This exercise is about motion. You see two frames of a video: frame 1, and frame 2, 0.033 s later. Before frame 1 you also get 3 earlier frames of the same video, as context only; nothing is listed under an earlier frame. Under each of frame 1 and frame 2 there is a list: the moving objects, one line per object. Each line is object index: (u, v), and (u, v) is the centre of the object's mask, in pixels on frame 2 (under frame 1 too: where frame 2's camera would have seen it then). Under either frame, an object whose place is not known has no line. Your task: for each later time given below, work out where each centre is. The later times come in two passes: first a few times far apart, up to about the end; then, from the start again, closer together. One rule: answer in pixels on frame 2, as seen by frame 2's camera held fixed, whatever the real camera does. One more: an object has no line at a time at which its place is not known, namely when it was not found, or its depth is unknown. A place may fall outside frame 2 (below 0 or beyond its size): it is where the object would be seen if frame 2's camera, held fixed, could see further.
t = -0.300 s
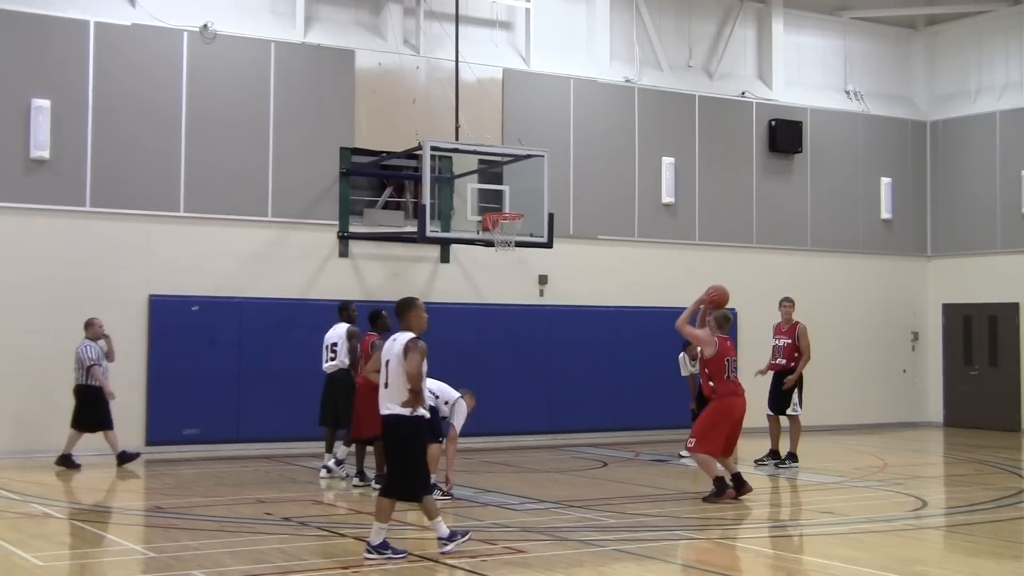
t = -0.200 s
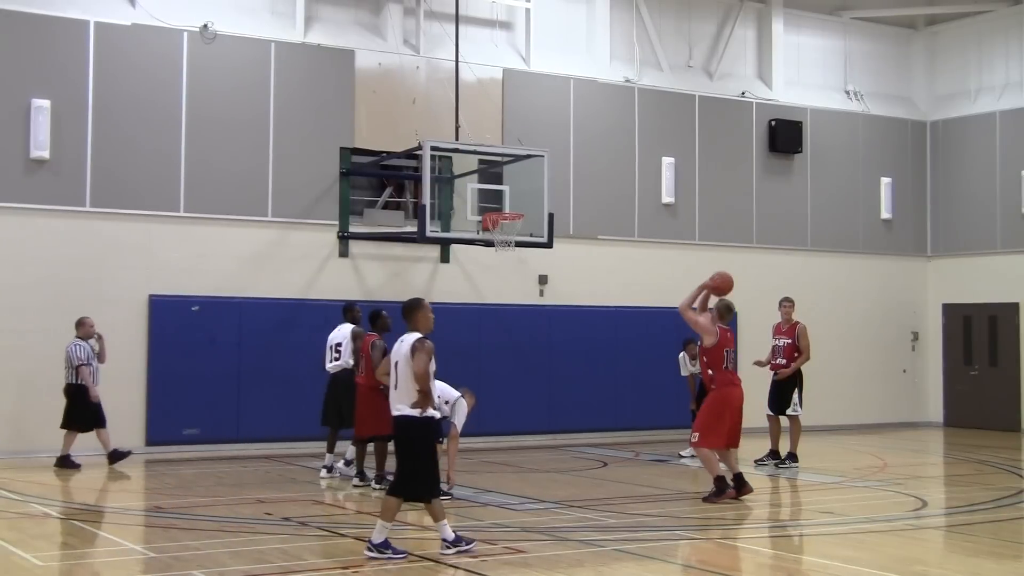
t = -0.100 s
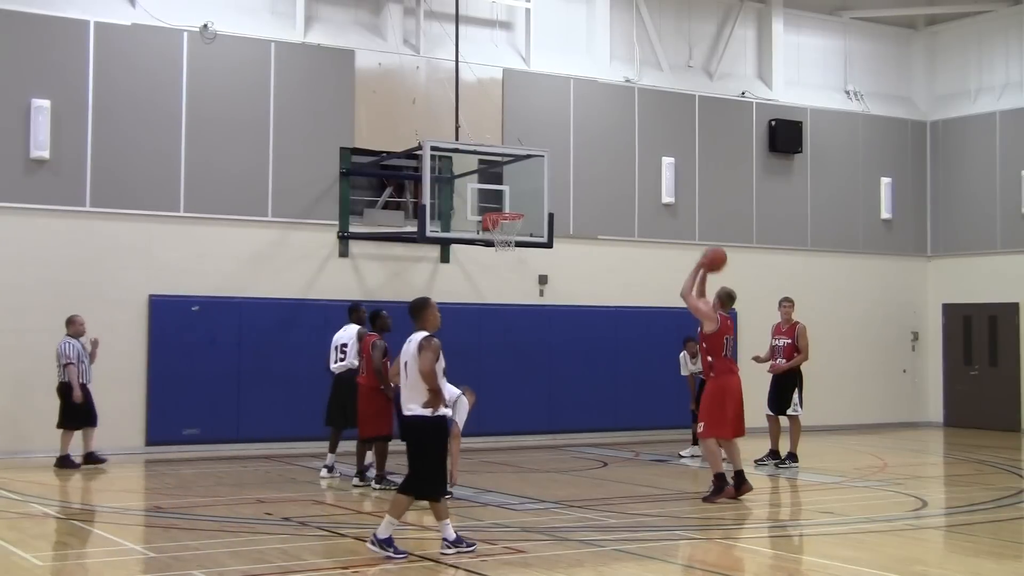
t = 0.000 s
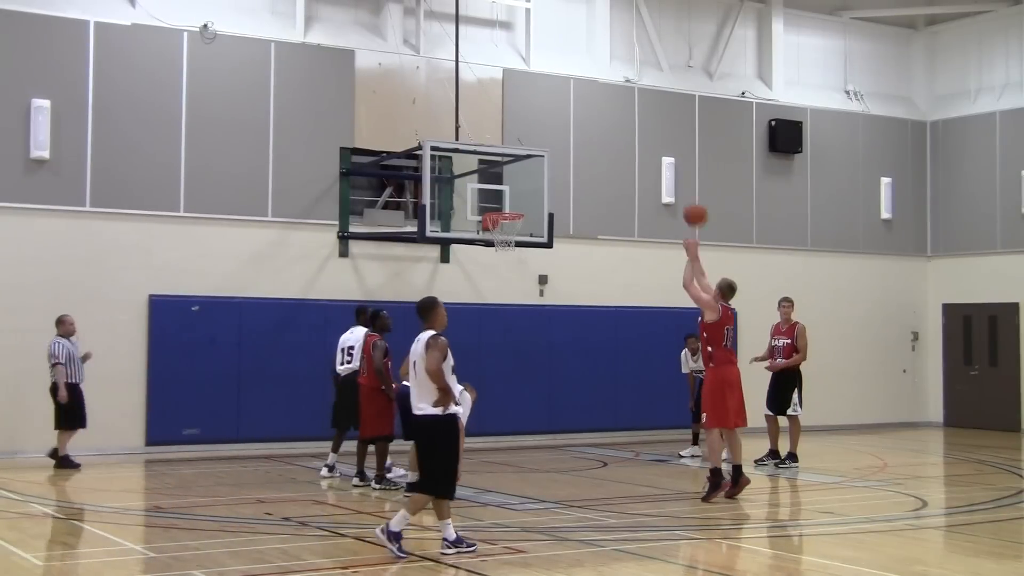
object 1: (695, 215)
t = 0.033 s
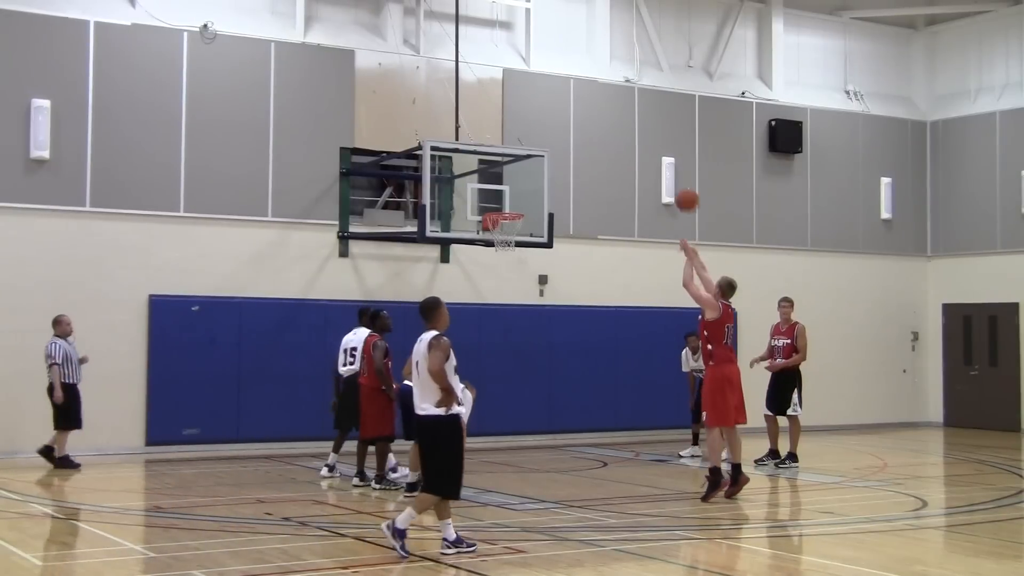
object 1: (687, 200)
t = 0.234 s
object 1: (639, 139)
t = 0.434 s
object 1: (597, 118)
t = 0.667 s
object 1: (553, 138)
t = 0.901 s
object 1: (514, 198)
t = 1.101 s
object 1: (496, 241)
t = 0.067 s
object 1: (679, 186)
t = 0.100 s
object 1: (670, 174)
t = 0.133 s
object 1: (662, 164)
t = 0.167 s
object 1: (654, 154)
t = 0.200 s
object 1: (647, 146)
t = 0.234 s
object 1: (639, 139)
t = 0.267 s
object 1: (632, 133)
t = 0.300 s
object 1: (625, 128)
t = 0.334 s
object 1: (618, 124)
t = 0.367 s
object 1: (610, 121)
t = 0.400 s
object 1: (604, 119)
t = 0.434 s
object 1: (597, 118)
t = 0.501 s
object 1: (584, 119)
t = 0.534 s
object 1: (577, 122)
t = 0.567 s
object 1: (571, 124)
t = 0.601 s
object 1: (565, 128)
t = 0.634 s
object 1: (559, 133)
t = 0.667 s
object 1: (553, 138)
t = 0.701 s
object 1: (547, 144)
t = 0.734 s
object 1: (541, 152)
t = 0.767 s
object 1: (536, 160)
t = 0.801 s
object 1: (530, 168)
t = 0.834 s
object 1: (525, 178)
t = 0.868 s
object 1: (519, 188)
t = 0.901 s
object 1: (514, 198)
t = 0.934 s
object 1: (509, 208)
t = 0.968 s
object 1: (508, 222)
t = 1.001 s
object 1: (501, 231)
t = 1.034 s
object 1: (498, 236)
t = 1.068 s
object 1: (497, 237)
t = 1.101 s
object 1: (496, 241)
